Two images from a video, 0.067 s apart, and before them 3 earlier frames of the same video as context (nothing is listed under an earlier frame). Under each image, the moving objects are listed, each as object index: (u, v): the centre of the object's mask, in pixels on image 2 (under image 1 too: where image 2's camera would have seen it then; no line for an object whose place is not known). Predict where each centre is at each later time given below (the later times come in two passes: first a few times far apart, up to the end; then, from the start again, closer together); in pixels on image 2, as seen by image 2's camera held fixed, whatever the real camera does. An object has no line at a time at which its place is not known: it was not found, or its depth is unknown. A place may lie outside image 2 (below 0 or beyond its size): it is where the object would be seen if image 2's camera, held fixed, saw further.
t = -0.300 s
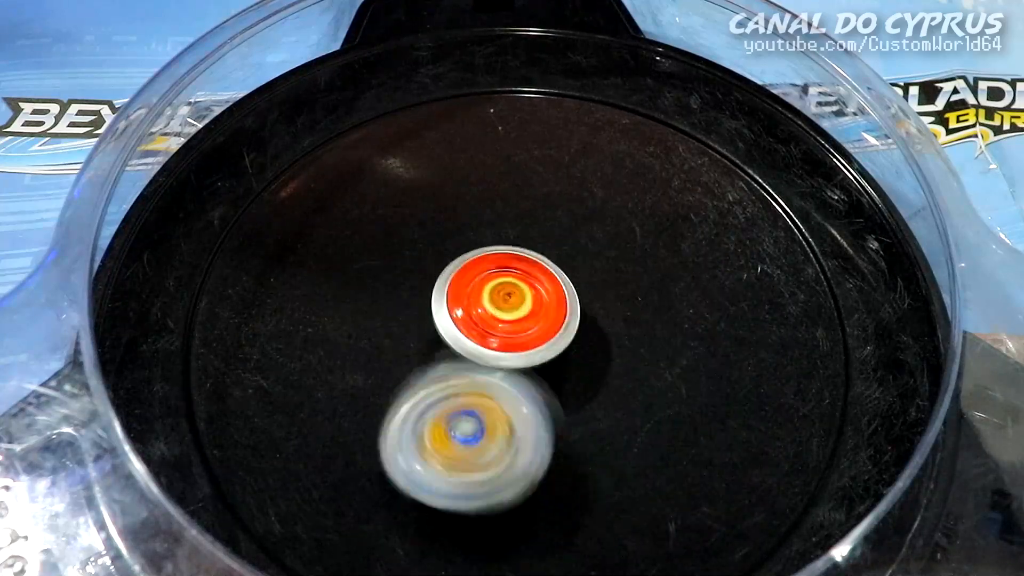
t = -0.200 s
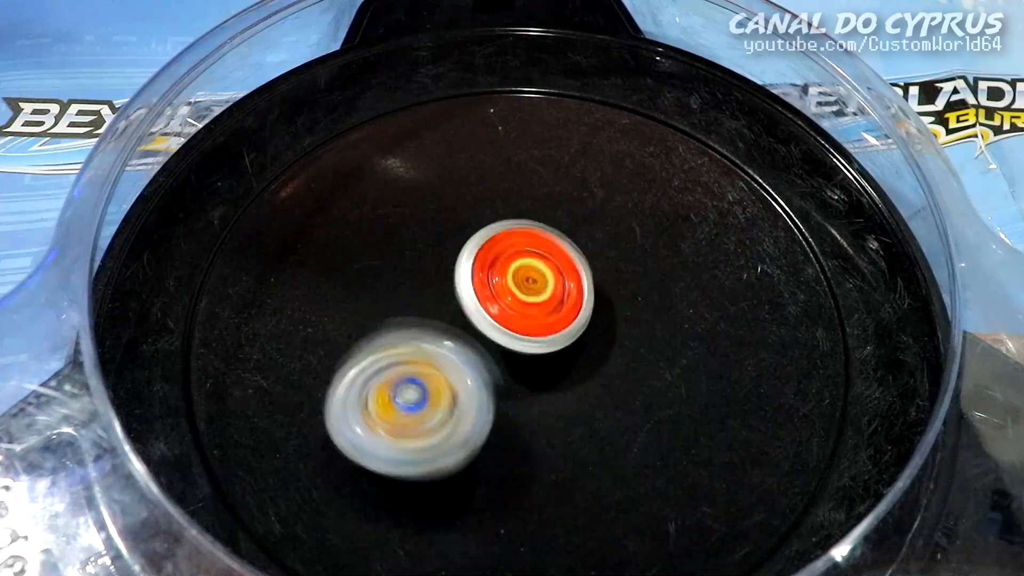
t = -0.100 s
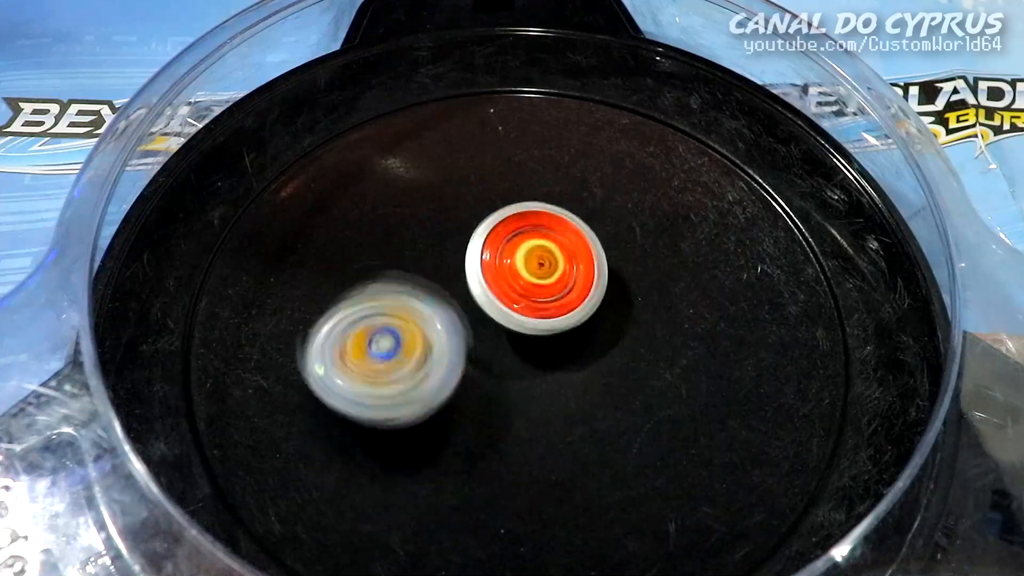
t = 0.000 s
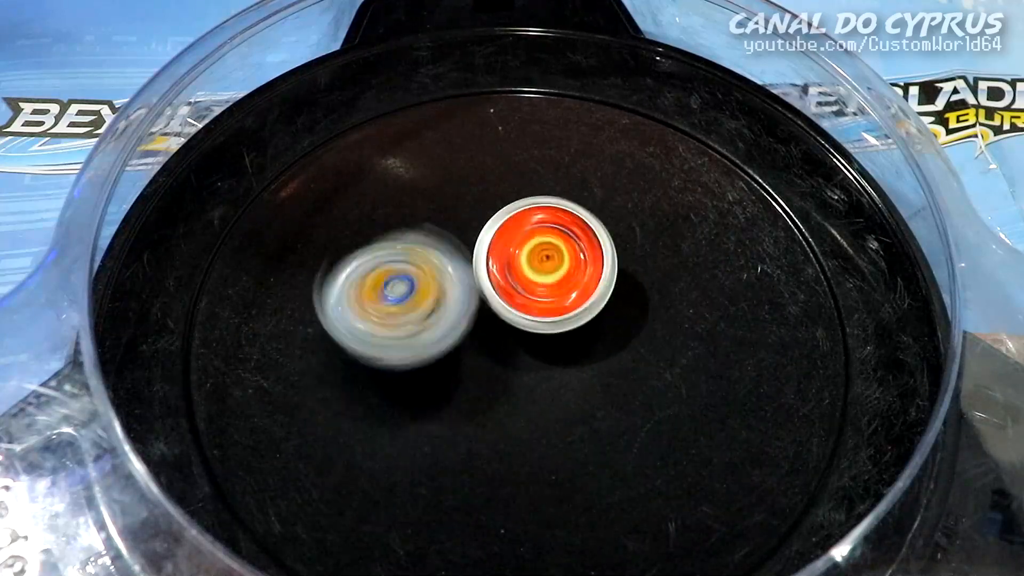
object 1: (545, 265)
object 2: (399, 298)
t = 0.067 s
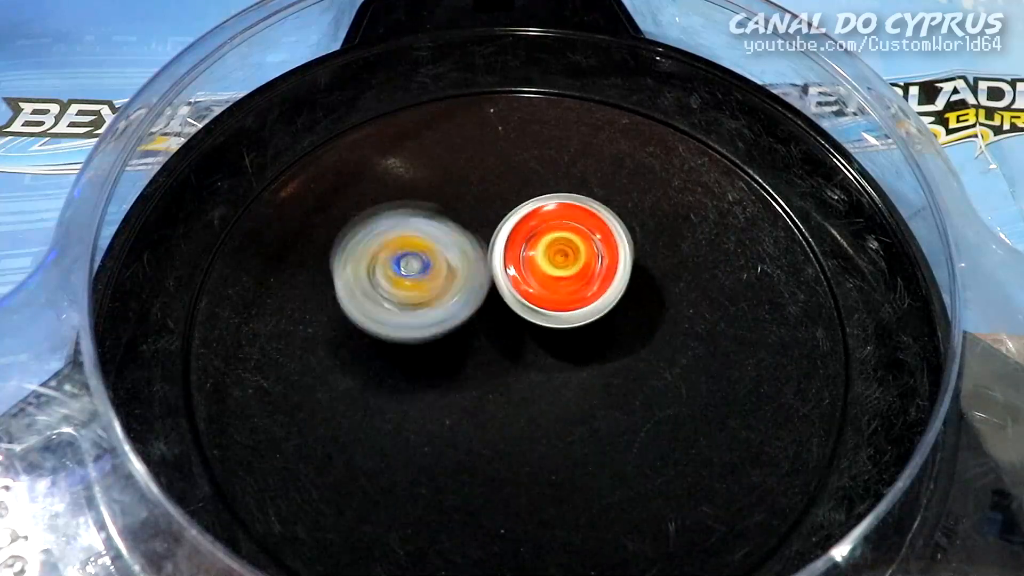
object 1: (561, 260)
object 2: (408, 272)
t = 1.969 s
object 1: (485, 261)
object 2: (584, 359)
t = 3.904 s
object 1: (426, 339)
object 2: (605, 319)
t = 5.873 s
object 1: (492, 413)
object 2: (512, 288)
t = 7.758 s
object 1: (476, 391)
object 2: (517, 286)
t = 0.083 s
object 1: (566, 263)
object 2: (417, 266)
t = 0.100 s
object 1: (568, 264)
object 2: (419, 263)
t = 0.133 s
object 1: (572, 265)
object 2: (431, 252)
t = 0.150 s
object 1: (577, 262)
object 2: (429, 252)
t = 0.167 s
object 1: (582, 261)
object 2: (435, 246)
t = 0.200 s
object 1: (588, 263)
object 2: (434, 243)
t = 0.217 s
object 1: (590, 263)
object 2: (438, 244)
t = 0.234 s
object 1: (591, 264)
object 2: (435, 245)
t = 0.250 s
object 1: (592, 265)
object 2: (443, 242)
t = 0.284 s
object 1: (590, 268)
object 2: (444, 243)
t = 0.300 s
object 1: (588, 269)
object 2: (448, 247)
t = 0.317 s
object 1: (588, 270)
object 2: (445, 247)
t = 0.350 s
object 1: (588, 274)
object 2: (446, 253)
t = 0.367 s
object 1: (592, 276)
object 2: (446, 251)
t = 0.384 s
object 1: (603, 279)
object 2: (434, 257)
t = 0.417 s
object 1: (622, 285)
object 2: (426, 261)
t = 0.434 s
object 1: (625, 288)
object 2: (417, 257)
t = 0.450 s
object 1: (630, 291)
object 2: (415, 262)
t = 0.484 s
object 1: (635, 296)
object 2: (408, 266)
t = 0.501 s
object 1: (634, 299)
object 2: (398, 269)
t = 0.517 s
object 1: (633, 301)
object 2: (399, 271)
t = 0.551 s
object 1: (628, 305)
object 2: (394, 274)
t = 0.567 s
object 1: (625, 306)
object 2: (389, 282)
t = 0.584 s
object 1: (620, 307)
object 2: (389, 281)
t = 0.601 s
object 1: (617, 306)
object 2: (391, 287)
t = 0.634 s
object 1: (611, 306)
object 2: (390, 293)
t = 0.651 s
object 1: (606, 305)
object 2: (388, 295)
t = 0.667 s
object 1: (605, 305)
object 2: (394, 300)
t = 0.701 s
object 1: (599, 304)
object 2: (396, 309)
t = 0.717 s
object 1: (596, 303)
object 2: (395, 314)
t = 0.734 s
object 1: (593, 303)
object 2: (401, 315)
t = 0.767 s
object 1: (584, 302)
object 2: (404, 324)
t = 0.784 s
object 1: (583, 301)
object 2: (408, 332)
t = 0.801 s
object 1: (578, 300)
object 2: (410, 332)
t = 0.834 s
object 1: (570, 298)
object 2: (416, 342)
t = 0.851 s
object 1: (568, 297)
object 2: (425, 349)
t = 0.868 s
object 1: (566, 295)
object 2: (423, 350)
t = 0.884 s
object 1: (564, 294)
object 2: (429, 357)
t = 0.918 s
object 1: (562, 291)
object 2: (438, 366)
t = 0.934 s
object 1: (560, 289)
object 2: (436, 371)
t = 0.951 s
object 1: (556, 286)
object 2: (443, 374)
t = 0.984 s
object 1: (555, 285)
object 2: (452, 382)
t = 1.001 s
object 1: (553, 284)
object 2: (452, 388)
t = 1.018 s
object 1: (552, 281)
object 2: (458, 389)
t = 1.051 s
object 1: (551, 282)
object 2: (465, 394)
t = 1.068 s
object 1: (550, 281)
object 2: (470, 399)
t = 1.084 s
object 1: (550, 280)
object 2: (474, 399)
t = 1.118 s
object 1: (549, 281)
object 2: (480, 401)
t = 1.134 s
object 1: (548, 280)
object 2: (488, 405)
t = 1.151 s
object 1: (548, 281)
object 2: (490, 403)
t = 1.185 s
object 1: (545, 282)
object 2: (498, 404)
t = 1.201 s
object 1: (545, 281)
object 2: (508, 406)
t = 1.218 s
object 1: (544, 282)
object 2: (510, 404)
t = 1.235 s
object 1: (543, 282)
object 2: (520, 404)
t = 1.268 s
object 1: (543, 277)
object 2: (527, 405)
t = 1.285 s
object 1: (546, 272)
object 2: (526, 408)
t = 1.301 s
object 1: (548, 267)
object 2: (533, 407)
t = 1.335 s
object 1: (554, 262)
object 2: (537, 412)
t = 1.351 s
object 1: (555, 261)
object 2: (537, 416)
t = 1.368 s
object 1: (554, 261)
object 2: (542, 413)
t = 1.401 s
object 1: (556, 260)
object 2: (545, 413)
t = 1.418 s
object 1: (556, 262)
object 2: (548, 417)
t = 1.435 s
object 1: (553, 265)
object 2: (549, 411)
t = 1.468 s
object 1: (551, 265)
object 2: (552, 409)
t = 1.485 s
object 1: (549, 265)
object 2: (556, 412)
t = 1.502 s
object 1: (546, 266)
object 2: (557, 404)
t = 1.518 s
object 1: (544, 264)
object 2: (560, 405)
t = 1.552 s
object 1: (542, 266)
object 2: (564, 401)
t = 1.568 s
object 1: (539, 267)
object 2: (562, 394)
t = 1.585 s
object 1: (538, 263)
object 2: (566, 395)
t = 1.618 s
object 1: (537, 262)
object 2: (572, 391)
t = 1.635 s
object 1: (535, 262)
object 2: (569, 385)
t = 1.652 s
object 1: (533, 260)
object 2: (575, 386)
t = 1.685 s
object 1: (530, 257)
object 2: (582, 387)
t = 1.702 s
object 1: (527, 255)
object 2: (581, 383)
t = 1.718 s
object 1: (524, 253)
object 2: (585, 386)
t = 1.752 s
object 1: (517, 252)
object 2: (590, 389)
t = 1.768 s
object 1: (513, 253)
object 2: (588, 383)
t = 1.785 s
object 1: (511, 253)
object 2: (587, 388)
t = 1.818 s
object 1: (505, 253)
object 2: (589, 387)
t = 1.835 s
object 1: (502, 255)
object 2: (588, 380)
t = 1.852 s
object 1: (501, 256)
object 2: (585, 384)
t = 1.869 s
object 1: (499, 257)
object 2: (586, 377)
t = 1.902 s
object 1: (495, 260)
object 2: (584, 370)
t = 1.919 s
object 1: (495, 262)
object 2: (579, 372)
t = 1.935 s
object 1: (494, 263)
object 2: (581, 364)
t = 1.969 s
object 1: (485, 261)
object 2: (584, 359)
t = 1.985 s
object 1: (480, 255)
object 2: (583, 364)
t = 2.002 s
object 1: (474, 252)
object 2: (591, 362)
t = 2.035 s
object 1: (469, 244)
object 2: (599, 366)
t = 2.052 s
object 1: (470, 242)
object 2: (593, 365)
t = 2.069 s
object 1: (470, 243)
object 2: (601, 369)
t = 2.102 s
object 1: (469, 245)
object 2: (602, 371)
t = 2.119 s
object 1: (469, 244)
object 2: (600, 365)
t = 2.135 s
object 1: (470, 246)
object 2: (600, 368)
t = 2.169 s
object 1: (468, 251)
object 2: (598, 371)
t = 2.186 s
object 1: (468, 251)
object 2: (602, 364)
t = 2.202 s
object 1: (468, 254)
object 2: (594, 366)
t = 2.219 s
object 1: (467, 256)
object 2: (594, 361)
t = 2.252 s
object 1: (464, 258)
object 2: (591, 359)
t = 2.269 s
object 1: (464, 260)
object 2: (580, 357)
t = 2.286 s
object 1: (464, 262)
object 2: (580, 356)
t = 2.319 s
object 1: (462, 265)
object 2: (575, 351)
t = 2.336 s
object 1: (464, 265)
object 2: (572, 343)
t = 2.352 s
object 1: (458, 261)
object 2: (568, 345)
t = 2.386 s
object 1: (444, 263)
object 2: (570, 340)
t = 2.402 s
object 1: (439, 267)
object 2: (575, 337)
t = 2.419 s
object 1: (431, 270)
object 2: (571, 329)
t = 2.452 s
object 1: (422, 272)
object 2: (569, 321)
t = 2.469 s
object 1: (421, 274)
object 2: (563, 321)
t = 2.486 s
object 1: (418, 276)
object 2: (566, 316)
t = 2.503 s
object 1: (415, 276)
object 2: (561, 307)
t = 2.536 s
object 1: (404, 274)
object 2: (565, 299)
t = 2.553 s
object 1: (402, 274)
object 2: (562, 299)
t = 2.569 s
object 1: (398, 274)
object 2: (569, 294)
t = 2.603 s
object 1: (395, 274)
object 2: (566, 287)
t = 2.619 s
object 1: (397, 274)
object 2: (566, 281)
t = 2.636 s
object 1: (398, 275)
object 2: (563, 283)
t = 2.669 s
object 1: (400, 277)
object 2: (563, 274)
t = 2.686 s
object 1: (403, 279)
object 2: (564, 277)
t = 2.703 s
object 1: (406, 282)
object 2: (564, 272)
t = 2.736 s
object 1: (409, 284)
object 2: (566, 271)
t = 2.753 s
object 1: (413, 286)
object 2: (560, 268)
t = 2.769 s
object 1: (415, 289)
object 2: (560, 269)
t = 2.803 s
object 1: (407, 292)
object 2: (571, 264)
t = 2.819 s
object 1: (402, 293)
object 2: (584, 263)
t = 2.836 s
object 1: (402, 296)
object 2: (586, 260)
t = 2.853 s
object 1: (400, 298)
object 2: (593, 264)
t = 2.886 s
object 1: (400, 299)
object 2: (602, 262)
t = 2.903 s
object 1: (405, 299)
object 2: (613, 265)
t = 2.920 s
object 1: (409, 301)
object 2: (616, 262)
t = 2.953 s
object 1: (414, 307)
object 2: (627, 267)
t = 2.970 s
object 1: (414, 309)
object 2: (625, 270)
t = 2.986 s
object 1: (417, 311)
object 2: (631, 276)
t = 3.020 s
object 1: (423, 317)
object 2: (629, 277)
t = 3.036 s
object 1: (423, 321)
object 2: (635, 281)
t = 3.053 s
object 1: (425, 323)
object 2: (631, 283)
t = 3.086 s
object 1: (431, 331)
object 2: (637, 290)
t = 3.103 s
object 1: (433, 333)
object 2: (628, 291)
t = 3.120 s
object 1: (433, 337)
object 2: (629, 298)
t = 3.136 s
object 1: (435, 340)
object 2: (625, 300)
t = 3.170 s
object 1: (438, 346)
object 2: (624, 311)
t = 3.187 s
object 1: (439, 349)
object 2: (615, 310)
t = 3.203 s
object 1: (438, 352)
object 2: (611, 318)
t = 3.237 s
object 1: (442, 354)
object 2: (596, 327)
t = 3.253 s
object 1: (439, 358)
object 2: (598, 333)
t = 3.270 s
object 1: (436, 358)
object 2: (597, 330)
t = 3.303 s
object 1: (430, 359)
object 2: (592, 338)
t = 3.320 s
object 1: (430, 359)
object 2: (588, 339)
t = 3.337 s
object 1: (426, 361)
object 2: (590, 344)
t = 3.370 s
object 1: (423, 361)
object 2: (585, 340)
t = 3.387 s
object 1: (423, 360)
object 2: (585, 345)
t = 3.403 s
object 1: (424, 360)
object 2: (583, 344)
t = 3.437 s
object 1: (422, 361)
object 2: (581, 353)
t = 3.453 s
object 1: (421, 361)
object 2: (576, 348)
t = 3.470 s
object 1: (422, 359)
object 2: (570, 352)
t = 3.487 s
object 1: (424, 359)
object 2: (573, 352)
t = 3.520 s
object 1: (421, 359)
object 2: (574, 354)
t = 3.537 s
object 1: (418, 359)
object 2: (582, 350)
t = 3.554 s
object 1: (418, 359)
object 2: (577, 348)
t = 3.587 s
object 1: (420, 357)
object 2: (586, 349)
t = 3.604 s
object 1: (420, 355)
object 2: (582, 348)
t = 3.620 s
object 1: (421, 353)
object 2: (587, 350)
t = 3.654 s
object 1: (429, 351)
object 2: (584, 345)
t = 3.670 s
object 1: (433, 351)
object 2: (590, 347)
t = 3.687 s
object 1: (434, 351)
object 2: (590, 342)
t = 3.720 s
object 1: (431, 343)
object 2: (594, 345)
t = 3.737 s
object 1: (433, 341)
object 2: (596, 337)
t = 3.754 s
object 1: (435, 340)
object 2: (588, 337)
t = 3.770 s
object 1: (435, 340)
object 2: (595, 337)
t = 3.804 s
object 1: (434, 339)
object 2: (594, 334)
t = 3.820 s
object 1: (436, 338)
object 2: (602, 333)
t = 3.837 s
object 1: (438, 339)
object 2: (603, 325)
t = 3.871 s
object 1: (437, 344)
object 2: (603, 325)
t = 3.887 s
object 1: (428, 343)
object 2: (606, 319)
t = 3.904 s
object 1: (426, 339)
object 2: (605, 319)
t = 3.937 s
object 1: (424, 341)
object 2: (618, 309)
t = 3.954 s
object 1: (423, 341)
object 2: (613, 307)
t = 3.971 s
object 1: (421, 340)
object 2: (617, 306)
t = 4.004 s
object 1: (423, 335)
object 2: (612, 301)
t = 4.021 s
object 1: (426, 335)
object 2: (615, 304)
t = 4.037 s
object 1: (428, 337)
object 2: (619, 297)
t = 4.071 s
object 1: (431, 338)
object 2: (611, 294)
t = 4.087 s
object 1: (435, 339)
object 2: (612, 289)
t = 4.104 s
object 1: (439, 341)
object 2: (604, 287)
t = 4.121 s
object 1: (443, 344)
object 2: (602, 291)
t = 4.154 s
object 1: (444, 349)
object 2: (598, 282)
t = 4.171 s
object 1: (444, 349)
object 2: (591, 284)
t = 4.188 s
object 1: (445, 351)
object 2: (590, 281)
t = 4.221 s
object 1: (448, 354)
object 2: (576, 281)
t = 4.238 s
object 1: (445, 356)
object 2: (578, 280)
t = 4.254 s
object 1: (437, 357)
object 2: (576, 273)
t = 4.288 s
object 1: (432, 358)
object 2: (569, 268)
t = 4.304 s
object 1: (429, 360)
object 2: (567, 264)
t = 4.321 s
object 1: (427, 361)
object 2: (558, 263)
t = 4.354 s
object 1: (425, 360)
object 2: (558, 267)
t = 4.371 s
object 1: (428, 360)
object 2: (555, 264)
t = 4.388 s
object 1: (431, 362)
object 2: (549, 266)
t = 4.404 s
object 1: (433, 365)
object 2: (548, 267)
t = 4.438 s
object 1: (433, 368)
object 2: (536, 266)
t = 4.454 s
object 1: (434, 367)
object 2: (533, 271)
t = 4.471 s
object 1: (436, 368)
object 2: (533, 270)
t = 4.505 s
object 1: (438, 378)
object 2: (524, 267)
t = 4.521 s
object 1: (436, 386)
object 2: (526, 263)
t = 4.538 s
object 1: (433, 390)
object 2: (523, 258)
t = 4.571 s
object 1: (432, 396)
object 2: (517, 264)
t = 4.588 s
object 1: (430, 399)
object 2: (521, 264)
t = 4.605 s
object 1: (429, 399)
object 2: (521, 260)
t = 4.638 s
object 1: (429, 396)
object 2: (518, 262)
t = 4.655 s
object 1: (432, 391)
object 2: (518, 260)
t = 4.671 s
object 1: (438, 388)
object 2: (511, 261)
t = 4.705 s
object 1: (449, 391)
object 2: (511, 269)
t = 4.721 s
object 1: (449, 398)
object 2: (513, 265)
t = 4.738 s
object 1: (446, 403)
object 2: (509, 261)
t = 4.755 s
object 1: (444, 405)
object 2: (506, 261)
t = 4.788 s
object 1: (443, 407)
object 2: (506, 259)
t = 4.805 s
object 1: (443, 407)
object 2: (500, 261)
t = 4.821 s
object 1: (444, 407)
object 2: (498, 268)
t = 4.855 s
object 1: (447, 405)
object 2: (506, 274)
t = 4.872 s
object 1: (451, 404)
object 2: (507, 275)
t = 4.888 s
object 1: (456, 403)
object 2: (507, 279)
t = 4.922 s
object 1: (465, 407)
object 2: (512, 281)
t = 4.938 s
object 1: (467, 408)
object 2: (509, 281)
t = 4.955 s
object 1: (469, 409)
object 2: (509, 286)
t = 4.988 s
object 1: (474, 412)
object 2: (518, 285)
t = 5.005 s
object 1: (476, 413)
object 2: (515, 282)
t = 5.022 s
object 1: (476, 413)
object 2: (513, 283)
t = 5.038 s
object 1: (475, 412)
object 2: (517, 284)
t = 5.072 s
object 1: (477, 405)
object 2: (516, 281)
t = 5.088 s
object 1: (479, 407)
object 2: (510, 280)
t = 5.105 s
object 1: (479, 411)
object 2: (512, 279)
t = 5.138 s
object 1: (478, 413)
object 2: (516, 269)
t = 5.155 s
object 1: (476, 414)
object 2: (513, 268)
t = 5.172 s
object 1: (475, 411)
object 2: (514, 270)
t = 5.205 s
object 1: (480, 403)
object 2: (522, 265)
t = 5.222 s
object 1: (484, 402)
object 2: (521, 262)
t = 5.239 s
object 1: (487, 401)
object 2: (517, 263)
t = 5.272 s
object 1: (492, 399)
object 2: (521, 268)
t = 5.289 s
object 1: (494, 397)
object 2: (523, 267)
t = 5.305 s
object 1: (499, 395)
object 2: (522, 267)
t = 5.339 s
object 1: (507, 395)
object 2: (525, 272)
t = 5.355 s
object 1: (508, 398)
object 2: (529, 272)
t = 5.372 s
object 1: (508, 409)
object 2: (527, 269)
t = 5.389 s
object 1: (505, 415)
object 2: (523, 267)
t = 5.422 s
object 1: (500, 419)
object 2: (520, 266)
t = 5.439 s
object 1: (501, 421)
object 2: (521, 268)
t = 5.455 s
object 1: (500, 422)
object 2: (523, 269)
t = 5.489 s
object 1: (500, 420)
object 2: (525, 270)
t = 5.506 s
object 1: (501, 419)
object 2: (523, 272)
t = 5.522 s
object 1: (502, 416)
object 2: (520, 275)
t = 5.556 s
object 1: (510, 413)
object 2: (517, 281)
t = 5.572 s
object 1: (515, 412)
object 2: (514, 285)
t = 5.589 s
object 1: (517, 412)
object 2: (514, 289)
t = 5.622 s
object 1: (518, 412)
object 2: (513, 292)
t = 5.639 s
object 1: (518, 412)
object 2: (512, 293)
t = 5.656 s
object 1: (517, 412)
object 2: (510, 292)
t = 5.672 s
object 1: (518, 412)
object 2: (510, 290)
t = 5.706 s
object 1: (518, 418)
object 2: (511, 289)
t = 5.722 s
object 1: (516, 420)
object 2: (511, 289)
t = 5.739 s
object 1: (514, 421)
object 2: (511, 290)
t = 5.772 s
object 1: (504, 419)
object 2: (511, 289)
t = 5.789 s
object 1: (501, 415)
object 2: (511, 289)
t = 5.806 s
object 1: (500, 410)
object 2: (511, 290)
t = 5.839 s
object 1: (497, 412)
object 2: (512, 288)
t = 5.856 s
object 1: (495, 412)
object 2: (512, 287)
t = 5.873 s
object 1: (492, 413)
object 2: (512, 288)
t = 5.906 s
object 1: (490, 408)
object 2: (512, 288)
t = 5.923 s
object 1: (490, 405)
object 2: (512, 288)
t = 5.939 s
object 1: (489, 402)
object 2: (512, 288)
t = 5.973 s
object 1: (491, 398)
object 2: (512, 288)
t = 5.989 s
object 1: (493, 397)
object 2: (512, 288)
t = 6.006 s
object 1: (493, 395)
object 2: (512, 288)
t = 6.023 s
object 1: (491, 393)
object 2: (512, 287)
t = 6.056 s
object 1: (482, 392)
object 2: (514, 286)
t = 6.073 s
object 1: (477, 390)
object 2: (515, 286)
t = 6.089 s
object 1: (472, 388)
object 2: (515, 286)
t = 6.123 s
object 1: (460, 382)
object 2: (515, 286)
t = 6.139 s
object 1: (455, 379)
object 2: (515, 286)
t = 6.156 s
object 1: (449, 378)
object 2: (515, 286)
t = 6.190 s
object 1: (437, 375)
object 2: (515, 286)
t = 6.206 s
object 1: (432, 374)
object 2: (515, 287)
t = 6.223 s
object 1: (427, 374)
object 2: (515, 286)
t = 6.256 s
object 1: (416, 375)
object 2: (515, 286)
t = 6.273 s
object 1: (411, 376)
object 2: (515, 287)
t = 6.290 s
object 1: (407, 378)
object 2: (515, 286)
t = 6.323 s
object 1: (400, 382)
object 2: (515, 286)
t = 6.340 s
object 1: (398, 383)
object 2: (515, 287)
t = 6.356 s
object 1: (396, 384)
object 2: (515, 286)
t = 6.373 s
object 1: (395, 385)
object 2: (515, 286)
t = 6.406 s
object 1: (394, 386)
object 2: (515, 286)
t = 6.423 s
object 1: (395, 385)
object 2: (515, 286)
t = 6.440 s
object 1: (396, 384)
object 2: (515, 286)
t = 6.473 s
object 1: (399, 382)
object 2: (515, 286)
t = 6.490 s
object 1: (401, 381)
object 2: (515, 286)
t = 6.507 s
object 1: (403, 380)
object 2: (515, 286)
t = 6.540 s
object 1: (407, 378)
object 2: (515, 286)
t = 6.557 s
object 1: (410, 376)
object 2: (515, 286)
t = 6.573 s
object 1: (414, 375)
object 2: (515, 286)
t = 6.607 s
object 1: (422, 373)
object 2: (515, 286)
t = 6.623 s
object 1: (428, 373)
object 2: (515, 286)
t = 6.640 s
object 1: (433, 373)
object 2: (515, 286)
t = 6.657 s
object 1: (439, 373)
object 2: (515, 286)
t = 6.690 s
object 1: (450, 376)
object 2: (515, 286)
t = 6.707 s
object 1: (456, 378)
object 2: (515, 286)
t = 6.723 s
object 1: (462, 381)
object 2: (515, 286)
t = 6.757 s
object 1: (472, 386)
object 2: (516, 286)
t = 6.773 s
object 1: (474, 388)
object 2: (517, 286)
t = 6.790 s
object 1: (475, 389)
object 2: (517, 286)
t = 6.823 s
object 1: (476, 391)
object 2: (517, 286)
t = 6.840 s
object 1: (477, 391)
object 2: (517, 286)
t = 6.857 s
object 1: (477, 392)
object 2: (517, 286)
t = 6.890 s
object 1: (477, 392)
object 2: (517, 286)
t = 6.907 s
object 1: (477, 392)
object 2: (517, 286)
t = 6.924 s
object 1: (477, 392)
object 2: (517, 286)
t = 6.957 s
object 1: (477, 391)
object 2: (517, 286)
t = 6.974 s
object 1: (477, 391)
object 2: (517, 286)
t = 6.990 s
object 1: (477, 391)
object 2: (517, 286)
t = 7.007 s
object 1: (477, 391)
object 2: (517, 286)
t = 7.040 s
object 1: (477, 391)
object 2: (517, 286)
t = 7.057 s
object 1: (477, 391)
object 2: (517, 286)
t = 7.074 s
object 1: (477, 391)
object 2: (517, 286)
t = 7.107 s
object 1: (477, 391)
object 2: (517, 286)
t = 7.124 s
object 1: (477, 391)
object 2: (517, 286)
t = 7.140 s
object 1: (477, 391)
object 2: (517, 287)
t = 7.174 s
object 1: (477, 391)
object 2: (517, 286)
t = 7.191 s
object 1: (476, 391)
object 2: (517, 286)
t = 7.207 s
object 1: (477, 391)
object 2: (517, 286)
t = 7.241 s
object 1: (477, 391)
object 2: (517, 286)
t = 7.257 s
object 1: (477, 391)
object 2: (517, 286)
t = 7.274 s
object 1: (476, 391)
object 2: (517, 286)
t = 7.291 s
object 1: (476, 391)
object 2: (517, 286)
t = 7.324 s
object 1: (477, 391)
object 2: (517, 286)
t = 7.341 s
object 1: (477, 391)
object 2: (517, 286)
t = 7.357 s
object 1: (477, 391)
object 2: (517, 286)
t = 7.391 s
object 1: (477, 391)
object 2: (517, 286)
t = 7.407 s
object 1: (477, 391)
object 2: (517, 286)
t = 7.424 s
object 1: (477, 391)
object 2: (517, 286)
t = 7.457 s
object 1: (477, 391)
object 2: (517, 286)
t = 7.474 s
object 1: (477, 391)
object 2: (517, 286)
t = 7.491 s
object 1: (477, 391)
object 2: (517, 286)
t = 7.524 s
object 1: (477, 391)
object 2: (517, 286)
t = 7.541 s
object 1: (477, 392)
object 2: (517, 286)
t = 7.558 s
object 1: (477, 391)
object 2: (517, 286)
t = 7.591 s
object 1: (477, 391)
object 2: (517, 286)
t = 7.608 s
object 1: (477, 391)
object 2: (517, 286)
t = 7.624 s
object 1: (477, 391)
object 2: (517, 286)
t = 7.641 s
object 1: (477, 391)
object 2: (517, 286)
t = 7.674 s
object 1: (477, 391)
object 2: (517, 286)
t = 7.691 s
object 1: (477, 391)
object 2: (517, 286)
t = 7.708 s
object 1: (477, 391)
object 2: (517, 286)
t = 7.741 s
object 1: (477, 391)
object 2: (517, 286)
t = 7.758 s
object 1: (476, 391)
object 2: (517, 286)
